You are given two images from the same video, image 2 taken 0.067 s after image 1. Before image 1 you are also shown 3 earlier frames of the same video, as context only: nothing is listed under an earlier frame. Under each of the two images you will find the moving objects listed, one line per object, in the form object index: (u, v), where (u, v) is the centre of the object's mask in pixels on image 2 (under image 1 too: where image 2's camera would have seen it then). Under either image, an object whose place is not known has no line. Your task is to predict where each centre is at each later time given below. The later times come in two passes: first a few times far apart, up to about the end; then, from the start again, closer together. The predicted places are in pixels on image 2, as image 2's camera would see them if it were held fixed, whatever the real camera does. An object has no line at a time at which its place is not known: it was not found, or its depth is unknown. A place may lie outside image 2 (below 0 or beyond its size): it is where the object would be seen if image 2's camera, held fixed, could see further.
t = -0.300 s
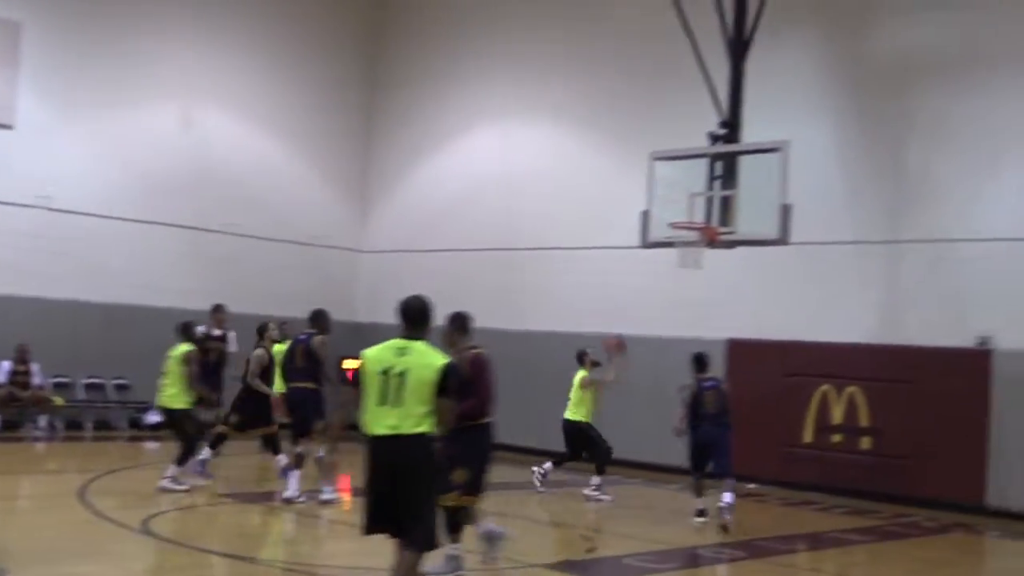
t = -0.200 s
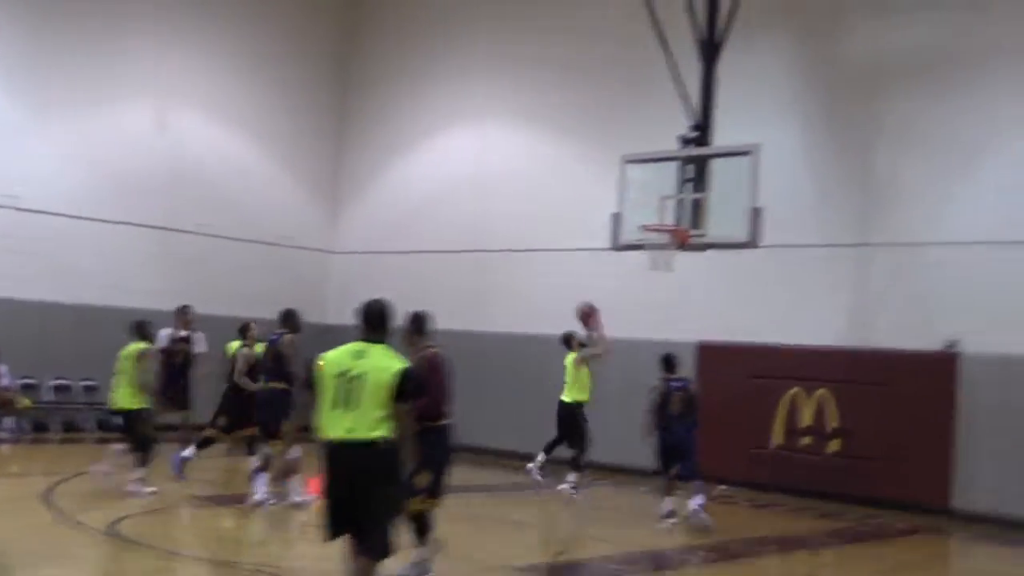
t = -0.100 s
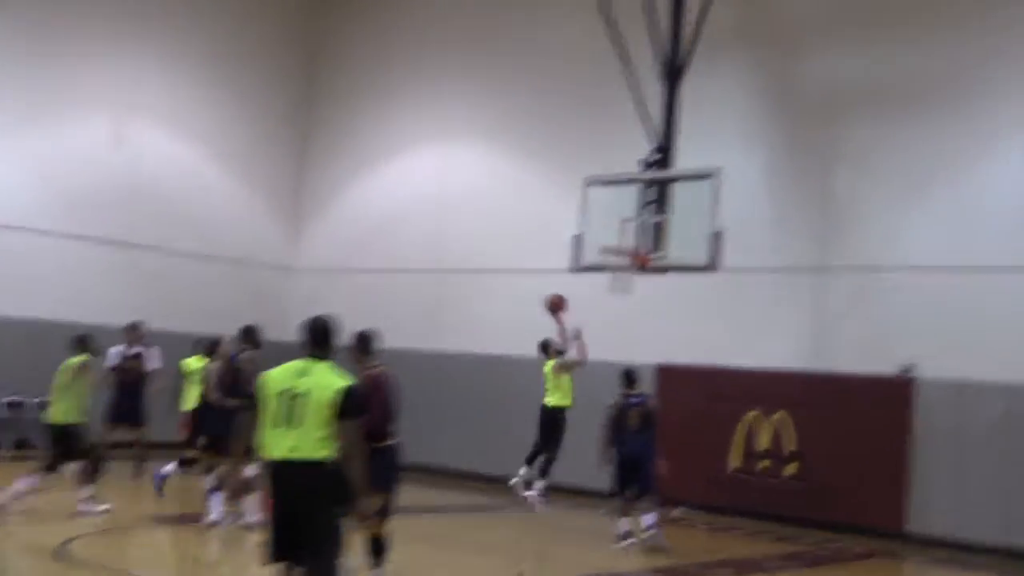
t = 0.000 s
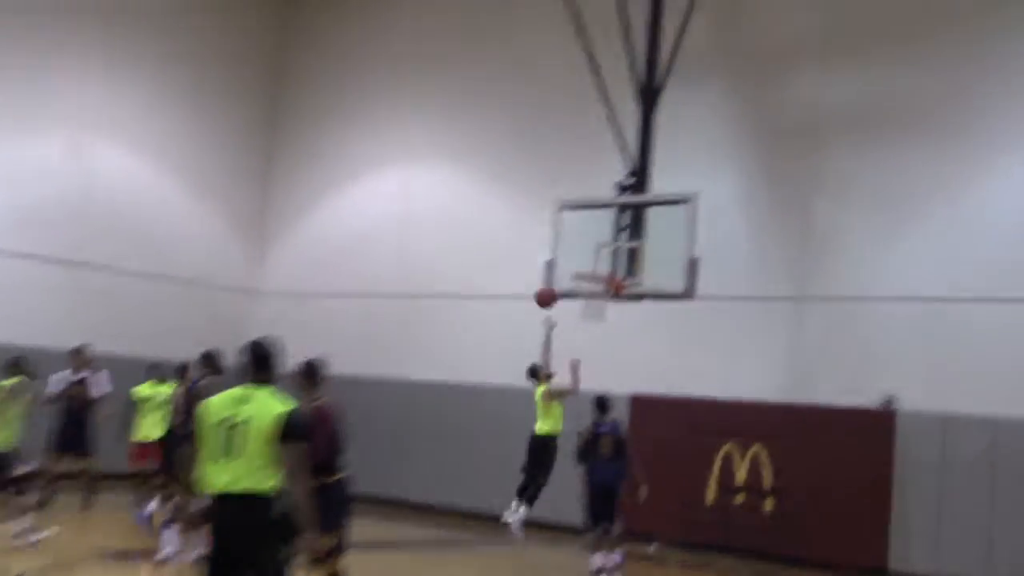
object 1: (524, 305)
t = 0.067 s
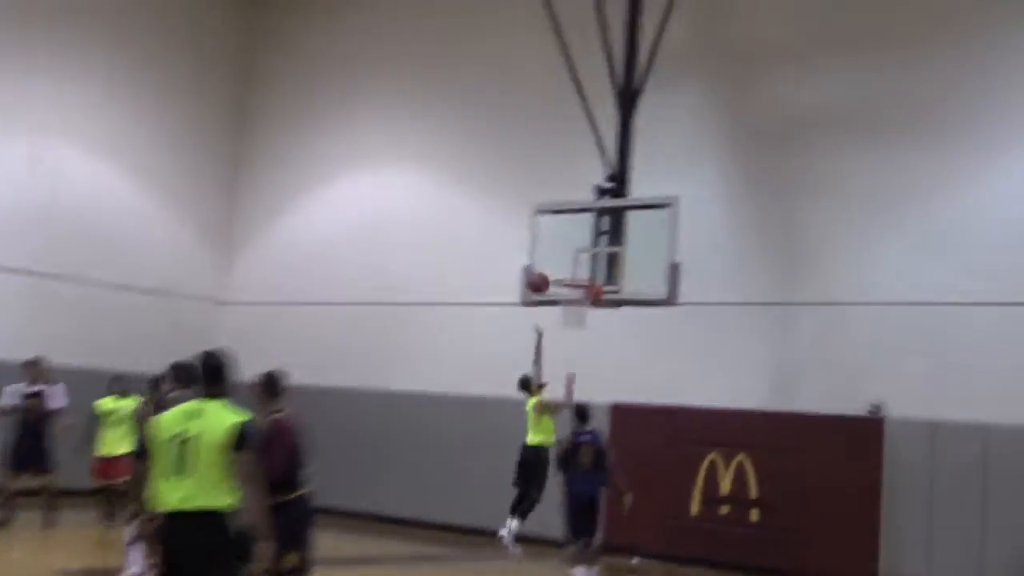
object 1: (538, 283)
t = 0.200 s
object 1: (569, 253)
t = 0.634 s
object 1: (568, 282)
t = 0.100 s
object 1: (547, 272)
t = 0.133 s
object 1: (553, 266)
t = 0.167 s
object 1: (561, 259)
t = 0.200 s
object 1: (569, 253)
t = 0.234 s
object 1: (575, 248)
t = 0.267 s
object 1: (581, 245)
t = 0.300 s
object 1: (581, 245)
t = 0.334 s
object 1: (582, 246)
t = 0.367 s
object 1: (583, 247)
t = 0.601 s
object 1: (576, 279)
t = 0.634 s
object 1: (568, 282)
